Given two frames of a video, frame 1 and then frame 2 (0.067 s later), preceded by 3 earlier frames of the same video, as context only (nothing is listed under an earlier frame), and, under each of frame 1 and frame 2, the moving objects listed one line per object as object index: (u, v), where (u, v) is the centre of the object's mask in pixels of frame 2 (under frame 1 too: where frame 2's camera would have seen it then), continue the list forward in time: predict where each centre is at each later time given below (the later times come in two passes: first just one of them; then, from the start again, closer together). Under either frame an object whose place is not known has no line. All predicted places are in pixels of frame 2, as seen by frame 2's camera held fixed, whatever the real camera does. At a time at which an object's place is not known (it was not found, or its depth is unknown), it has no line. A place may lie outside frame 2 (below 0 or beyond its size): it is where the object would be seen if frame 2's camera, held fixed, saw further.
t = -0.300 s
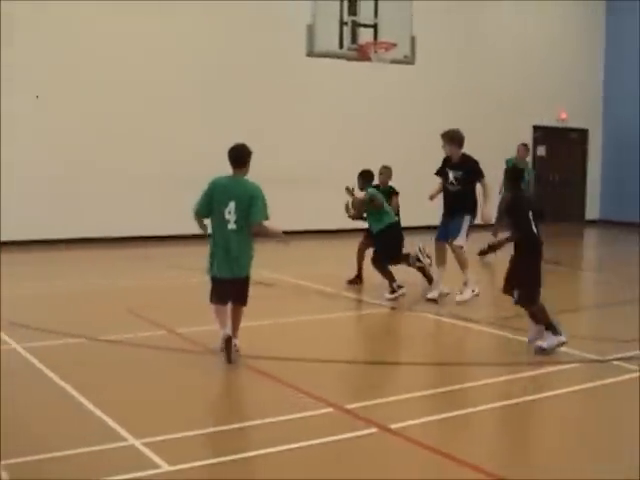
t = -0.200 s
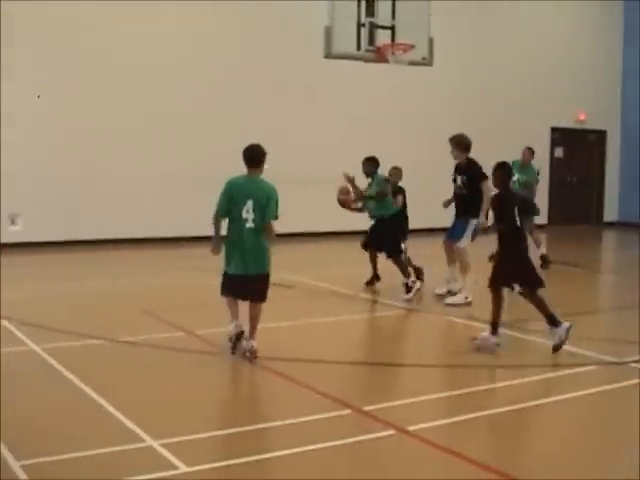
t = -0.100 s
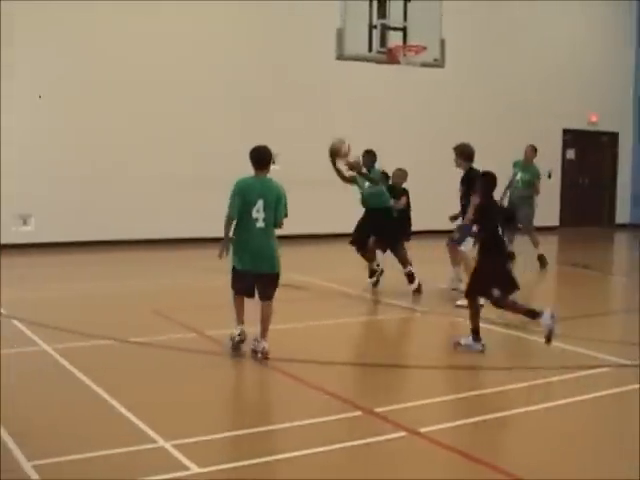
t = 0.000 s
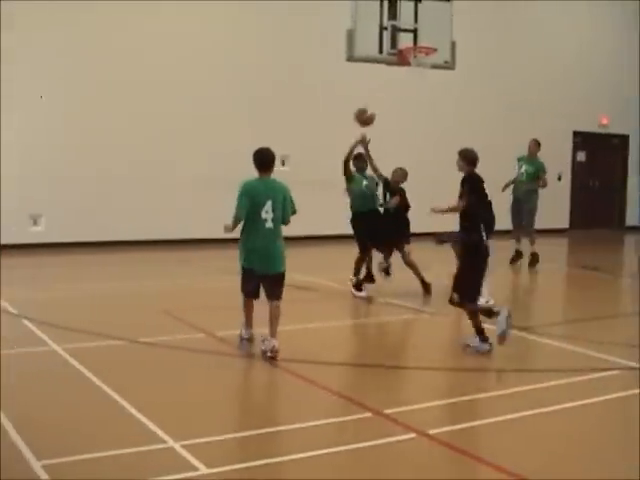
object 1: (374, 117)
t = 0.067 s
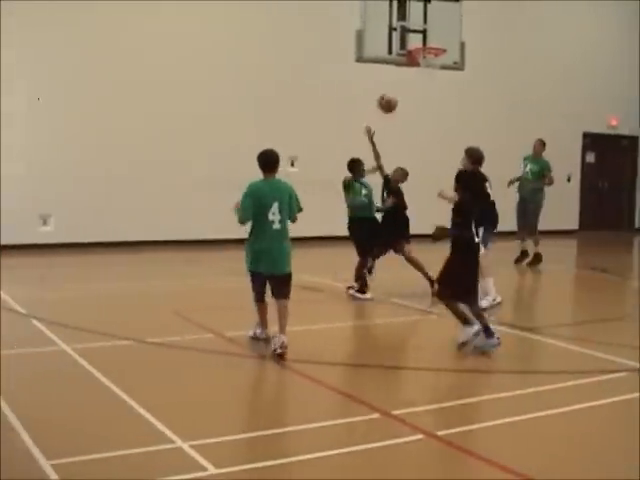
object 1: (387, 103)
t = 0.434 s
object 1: (444, 99)
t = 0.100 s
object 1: (389, 99)
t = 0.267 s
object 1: (418, 87)
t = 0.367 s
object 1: (433, 91)
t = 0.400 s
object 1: (438, 94)
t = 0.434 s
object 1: (444, 99)
